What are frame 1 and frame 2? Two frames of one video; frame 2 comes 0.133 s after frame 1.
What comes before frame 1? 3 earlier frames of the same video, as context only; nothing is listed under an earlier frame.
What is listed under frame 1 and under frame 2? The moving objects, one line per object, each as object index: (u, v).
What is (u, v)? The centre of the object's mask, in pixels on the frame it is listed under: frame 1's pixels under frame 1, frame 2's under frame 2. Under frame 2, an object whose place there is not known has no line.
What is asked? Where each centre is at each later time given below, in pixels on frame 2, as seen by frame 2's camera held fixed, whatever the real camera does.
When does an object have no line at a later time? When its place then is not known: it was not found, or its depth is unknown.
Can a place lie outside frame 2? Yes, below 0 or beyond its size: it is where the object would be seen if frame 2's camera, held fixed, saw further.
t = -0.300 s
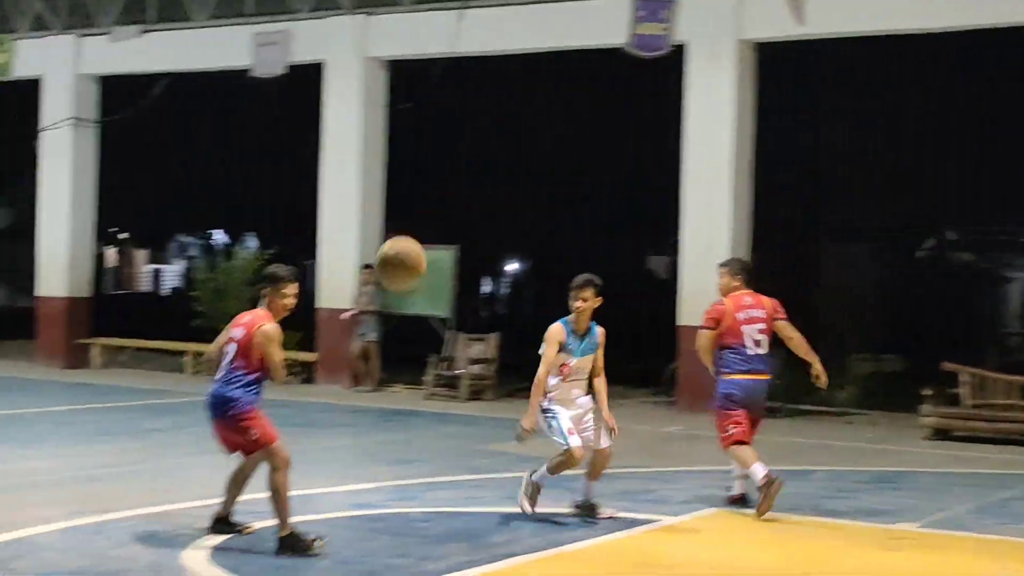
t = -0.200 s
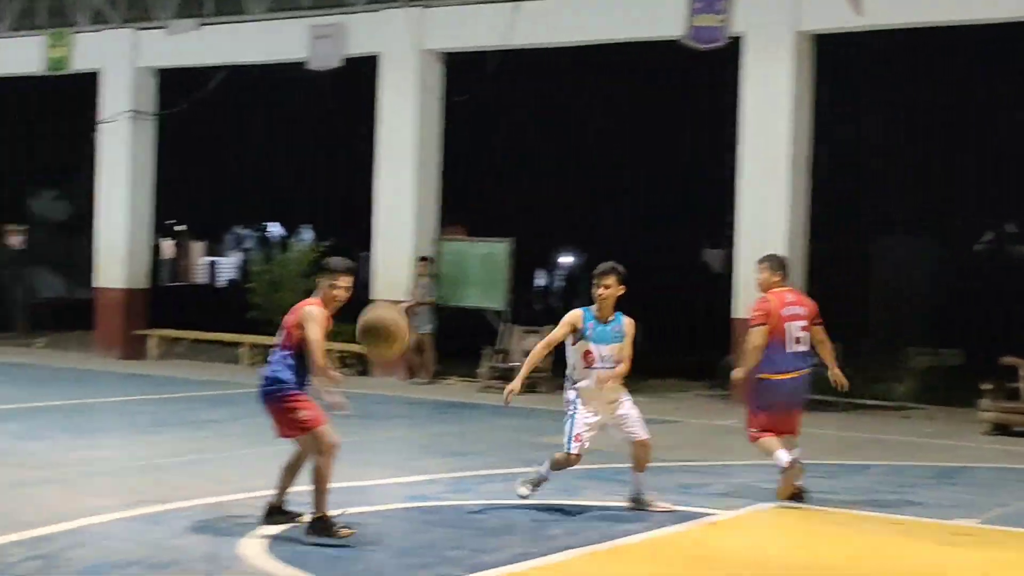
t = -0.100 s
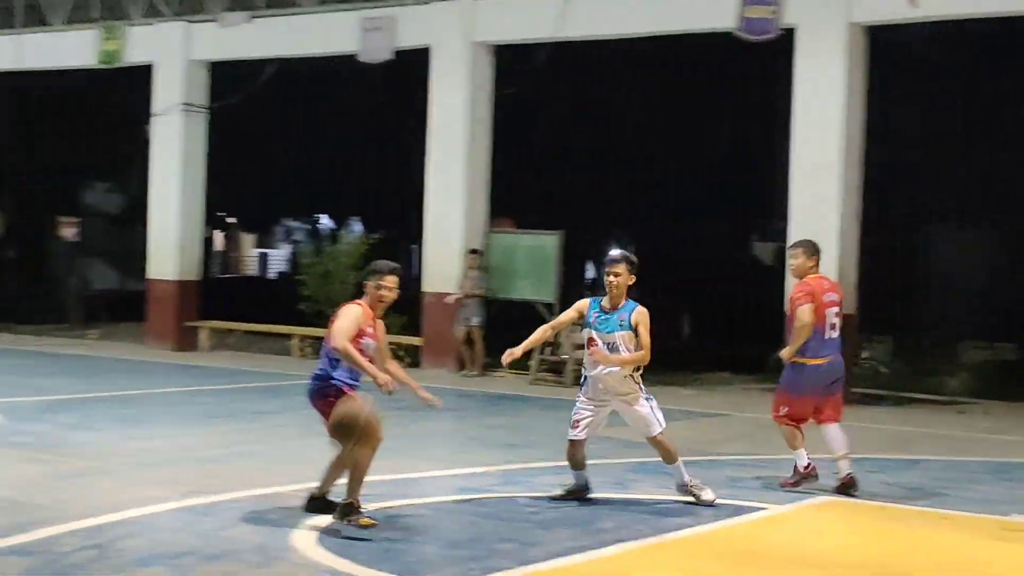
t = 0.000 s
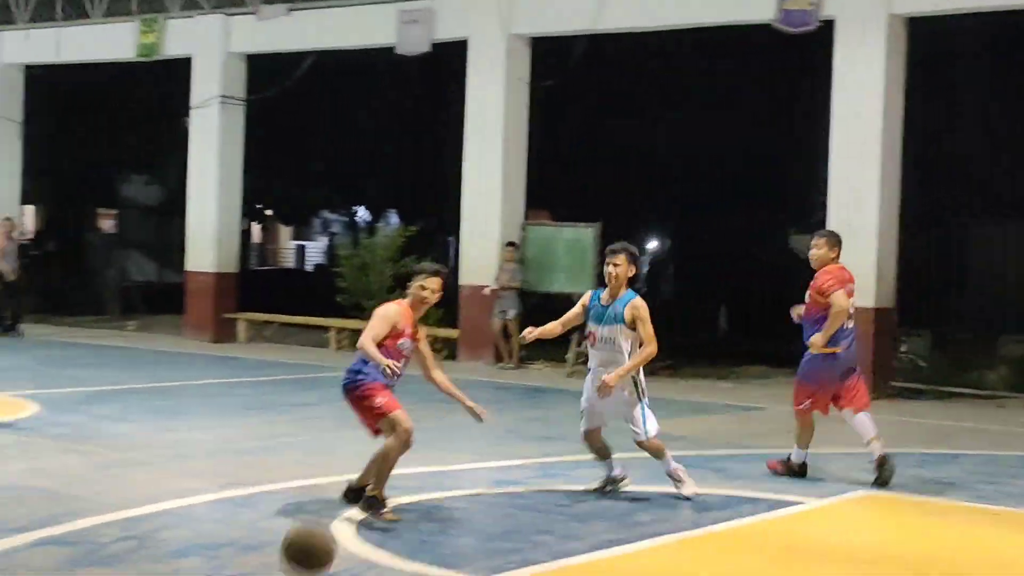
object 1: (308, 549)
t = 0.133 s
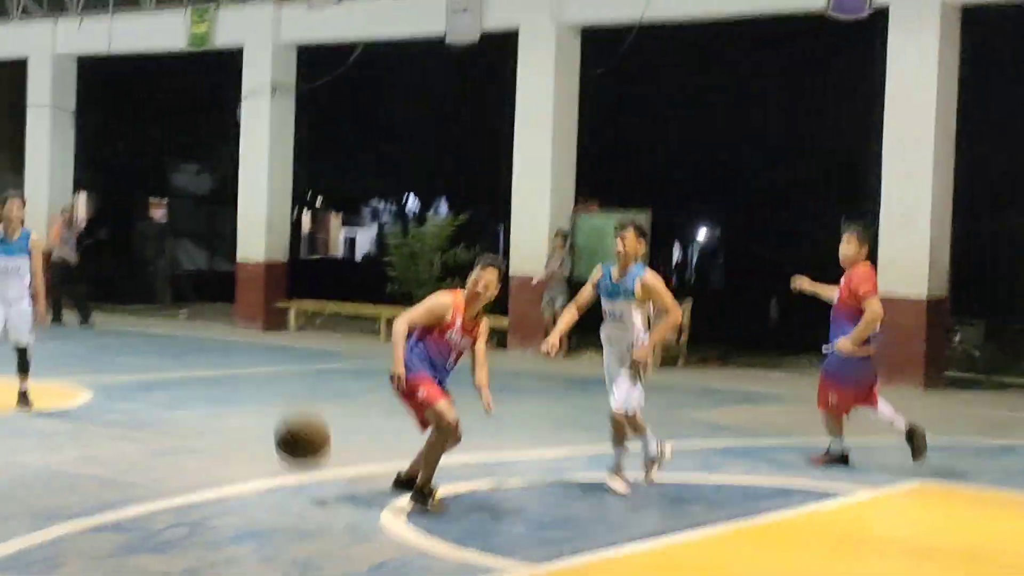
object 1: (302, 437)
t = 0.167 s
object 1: (287, 411)
